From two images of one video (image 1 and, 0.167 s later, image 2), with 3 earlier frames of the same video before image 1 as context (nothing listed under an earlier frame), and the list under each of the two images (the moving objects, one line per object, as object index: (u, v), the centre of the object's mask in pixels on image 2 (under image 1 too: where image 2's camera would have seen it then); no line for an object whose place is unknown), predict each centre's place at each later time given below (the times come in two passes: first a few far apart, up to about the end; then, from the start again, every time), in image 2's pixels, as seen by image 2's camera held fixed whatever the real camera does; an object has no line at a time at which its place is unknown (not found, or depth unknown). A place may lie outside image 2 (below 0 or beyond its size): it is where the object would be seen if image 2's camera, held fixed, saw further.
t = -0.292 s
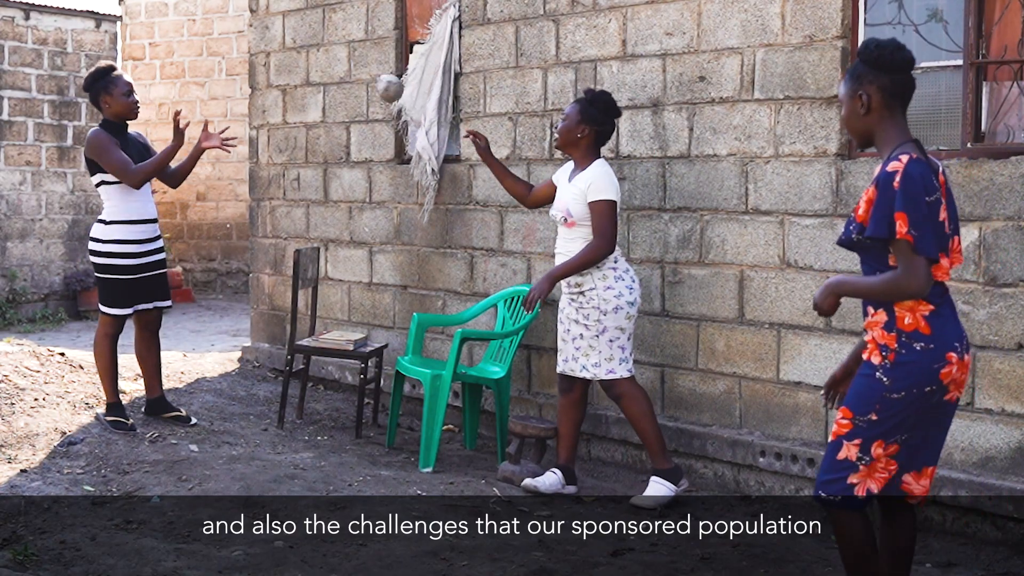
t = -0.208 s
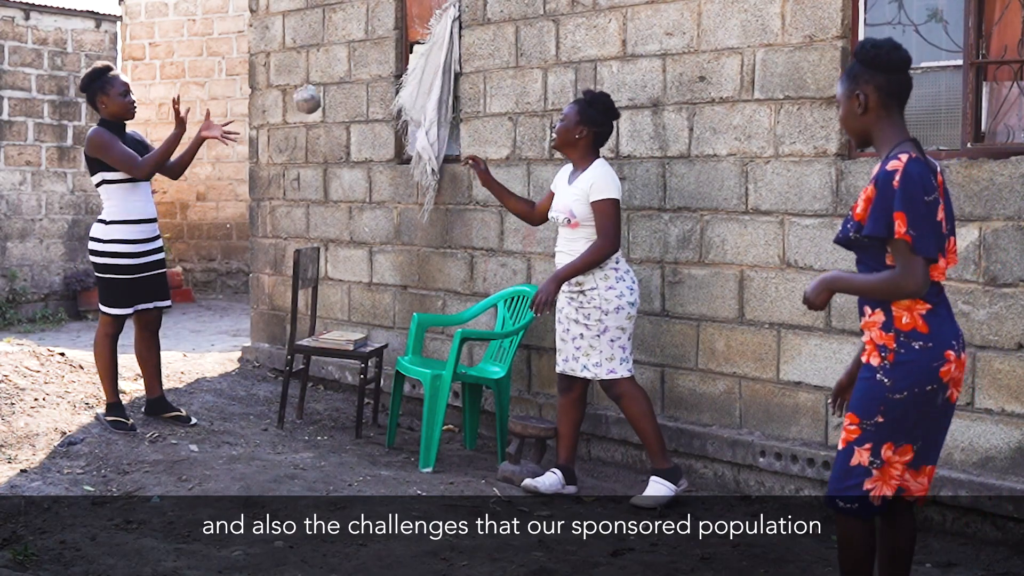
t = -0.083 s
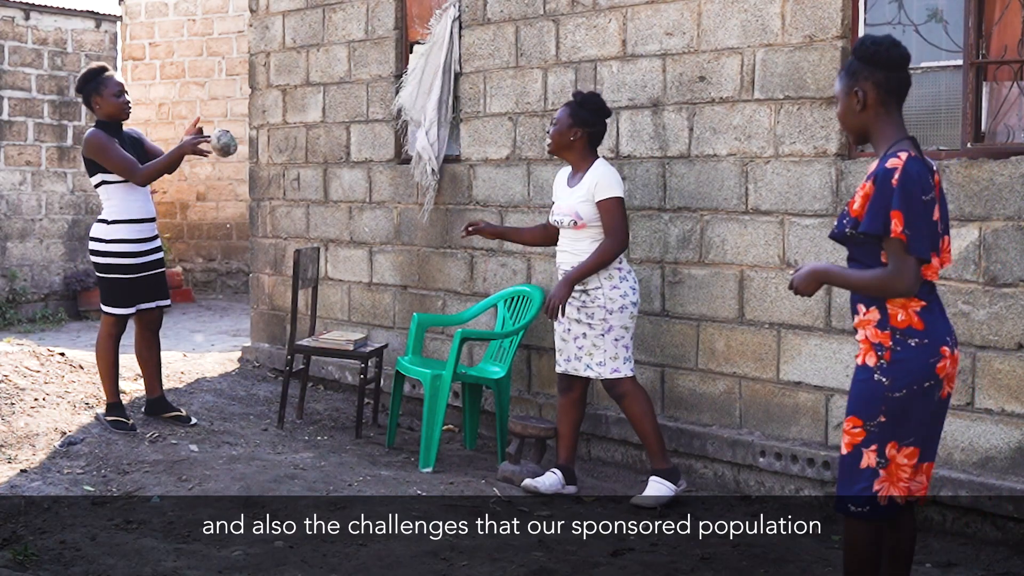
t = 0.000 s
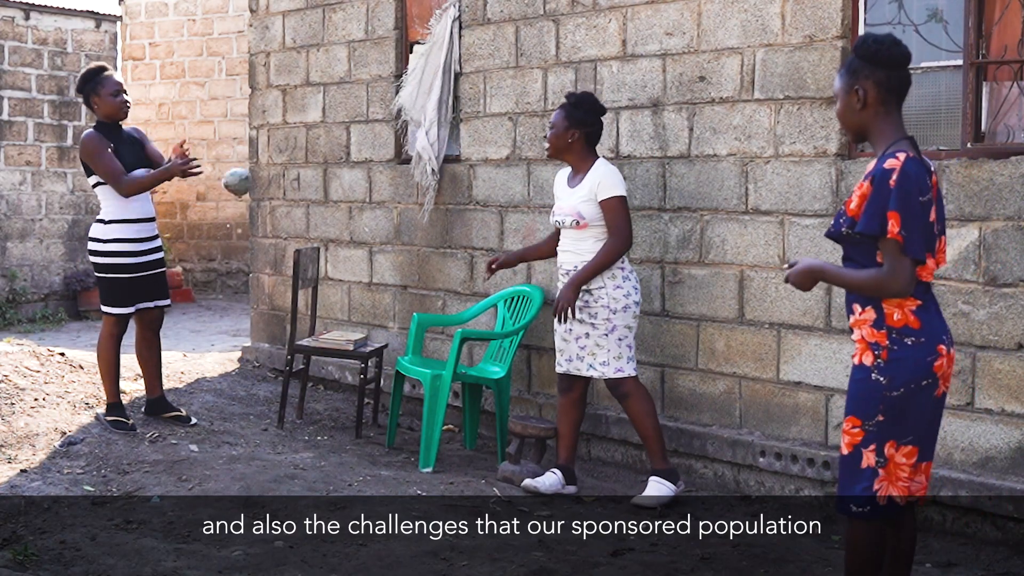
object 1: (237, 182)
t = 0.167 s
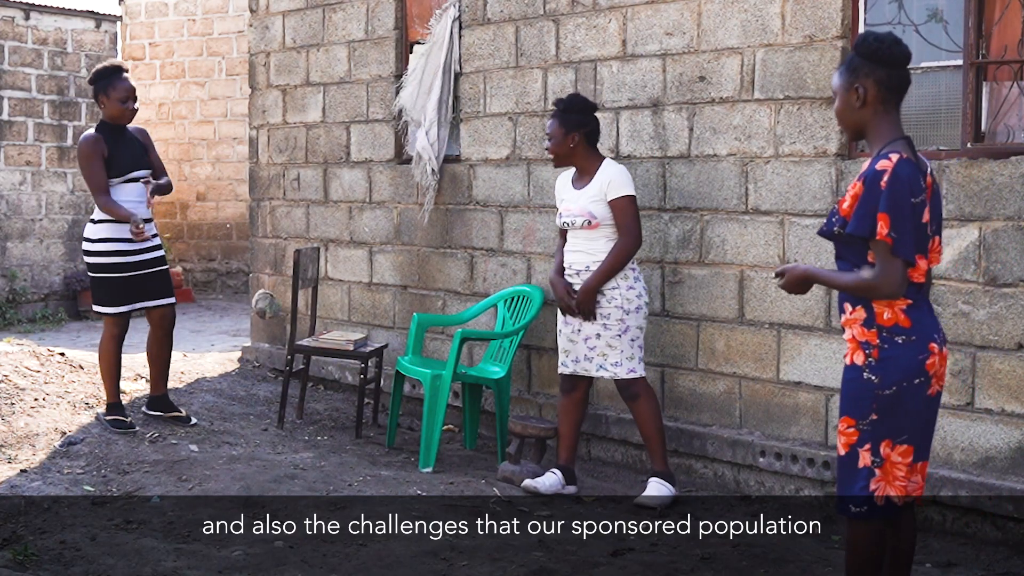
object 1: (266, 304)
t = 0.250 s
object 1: (279, 391)
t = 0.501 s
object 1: (337, 386)
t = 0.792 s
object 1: (405, 450)
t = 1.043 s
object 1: (469, 462)
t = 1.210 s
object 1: (491, 473)
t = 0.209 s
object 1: (272, 347)
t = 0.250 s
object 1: (279, 391)
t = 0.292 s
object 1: (286, 442)
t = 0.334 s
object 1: (295, 447)
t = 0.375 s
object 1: (308, 419)
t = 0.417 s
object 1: (318, 405)
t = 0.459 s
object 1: (327, 394)
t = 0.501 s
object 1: (337, 386)
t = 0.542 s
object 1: (347, 384)
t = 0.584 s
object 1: (358, 385)
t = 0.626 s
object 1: (367, 391)
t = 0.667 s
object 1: (377, 400)
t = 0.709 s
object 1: (386, 413)
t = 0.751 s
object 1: (394, 429)
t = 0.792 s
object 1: (405, 450)
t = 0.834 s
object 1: (414, 476)
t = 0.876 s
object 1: (428, 467)
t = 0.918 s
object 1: (439, 459)
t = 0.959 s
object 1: (449, 456)
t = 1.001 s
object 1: (460, 457)
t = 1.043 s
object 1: (469, 462)
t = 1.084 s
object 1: (480, 470)
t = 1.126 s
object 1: (489, 482)
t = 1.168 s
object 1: (491, 478)
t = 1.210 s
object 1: (491, 473)
